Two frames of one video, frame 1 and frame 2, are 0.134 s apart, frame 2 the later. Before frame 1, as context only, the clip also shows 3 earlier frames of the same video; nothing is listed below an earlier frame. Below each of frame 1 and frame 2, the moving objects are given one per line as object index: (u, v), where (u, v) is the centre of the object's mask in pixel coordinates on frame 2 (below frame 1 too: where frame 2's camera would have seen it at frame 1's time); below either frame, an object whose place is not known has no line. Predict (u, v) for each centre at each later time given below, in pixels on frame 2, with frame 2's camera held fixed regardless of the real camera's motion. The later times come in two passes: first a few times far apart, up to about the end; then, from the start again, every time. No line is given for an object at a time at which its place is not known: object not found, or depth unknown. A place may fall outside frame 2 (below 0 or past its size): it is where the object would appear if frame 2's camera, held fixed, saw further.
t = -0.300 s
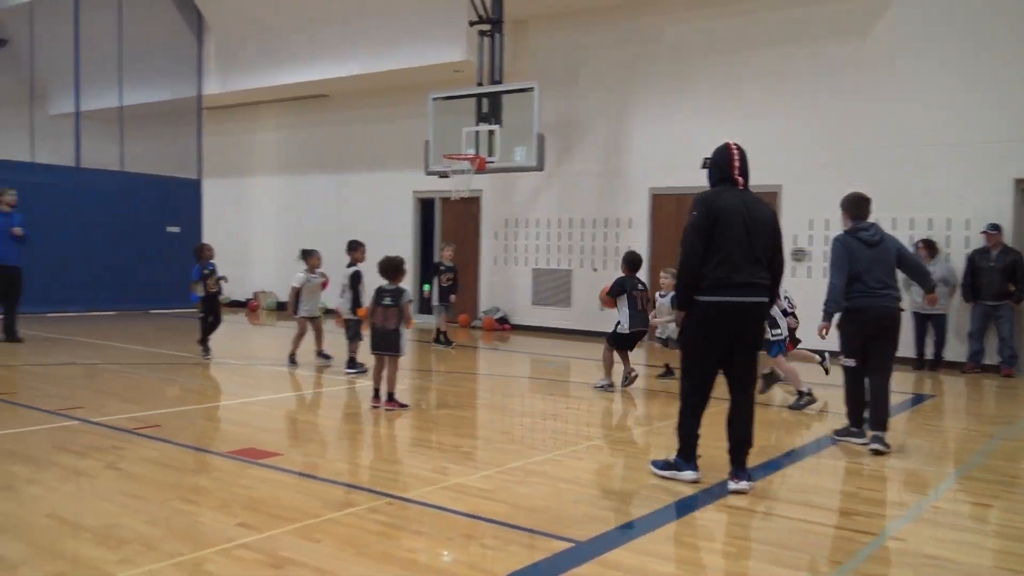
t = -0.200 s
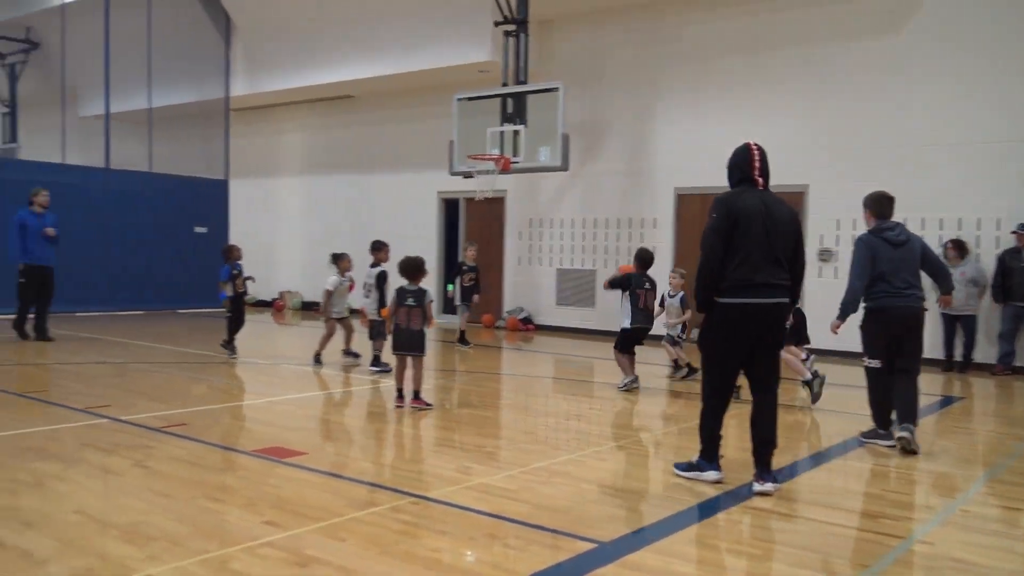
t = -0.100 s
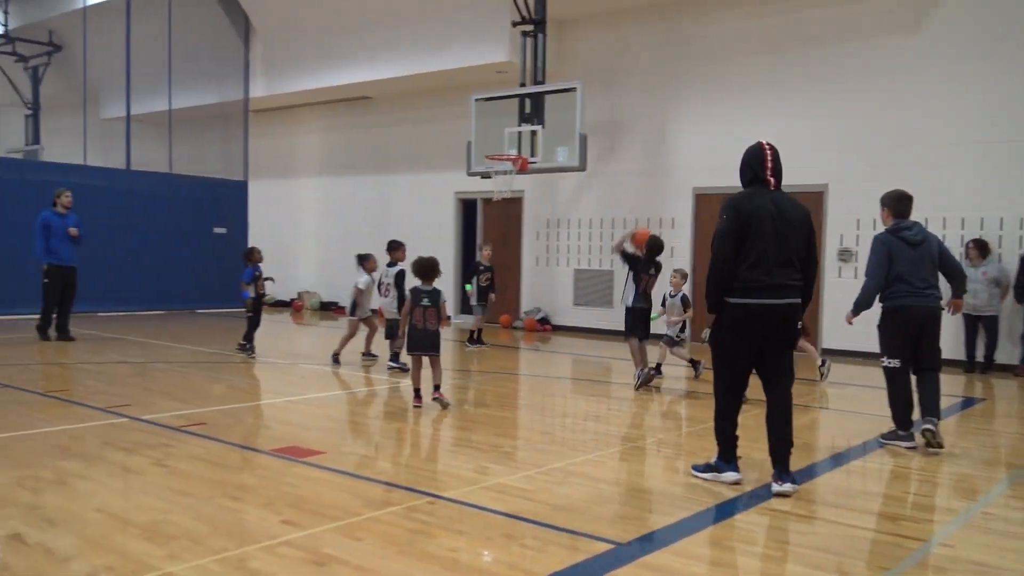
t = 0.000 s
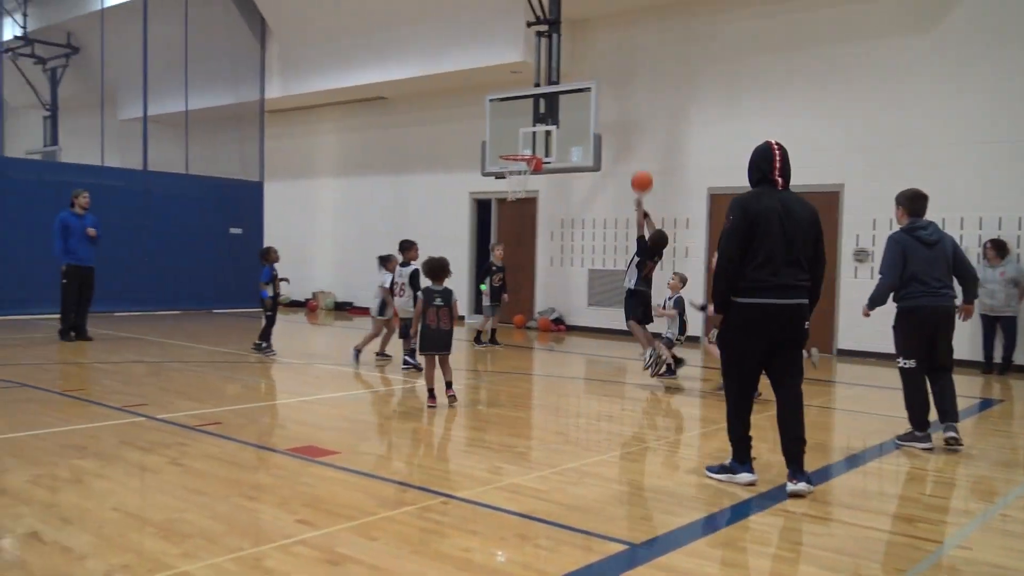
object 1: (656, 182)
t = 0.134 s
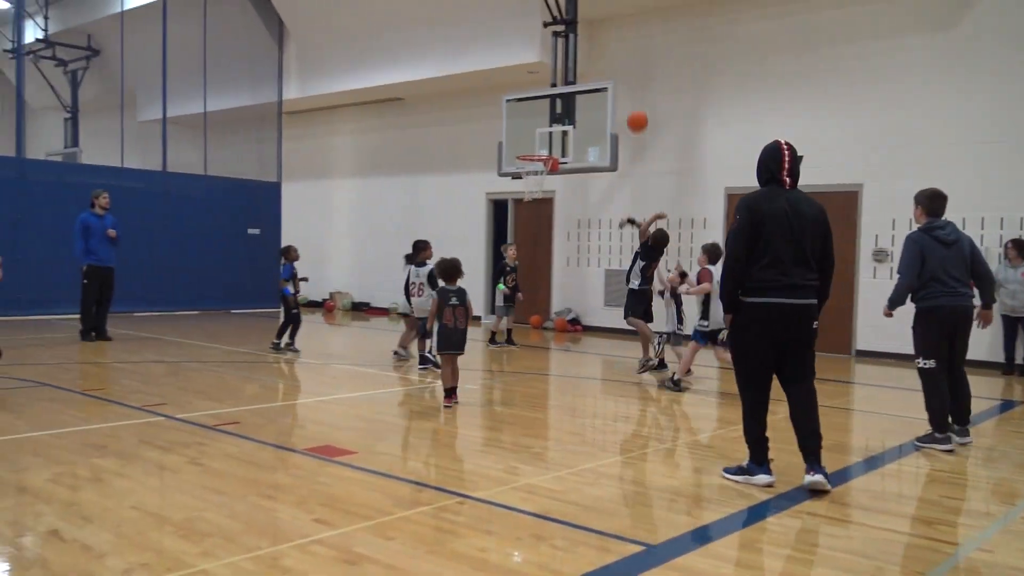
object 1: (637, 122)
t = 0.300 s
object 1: (615, 74)
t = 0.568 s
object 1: (584, 59)
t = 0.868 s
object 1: (542, 84)
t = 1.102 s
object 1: (488, 120)
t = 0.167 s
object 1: (632, 110)
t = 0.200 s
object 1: (628, 99)
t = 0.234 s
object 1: (624, 90)
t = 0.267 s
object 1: (620, 82)
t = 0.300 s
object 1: (615, 74)
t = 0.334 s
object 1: (611, 69)
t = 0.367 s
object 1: (608, 64)
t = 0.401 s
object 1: (603, 61)
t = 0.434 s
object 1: (599, 58)
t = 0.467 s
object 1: (595, 57)
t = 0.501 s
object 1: (592, 57)
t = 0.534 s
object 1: (588, 57)
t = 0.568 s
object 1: (584, 59)
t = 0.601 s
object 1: (581, 61)
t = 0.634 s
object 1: (578, 65)
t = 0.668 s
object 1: (575, 69)
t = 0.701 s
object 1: (572, 74)
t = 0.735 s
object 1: (569, 79)
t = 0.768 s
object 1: (564, 83)
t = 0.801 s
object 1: (557, 83)
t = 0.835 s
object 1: (549, 84)
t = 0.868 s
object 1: (542, 84)
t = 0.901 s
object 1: (534, 87)
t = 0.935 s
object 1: (527, 91)
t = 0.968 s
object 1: (520, 95)
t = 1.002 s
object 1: (512, 100)
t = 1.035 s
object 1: (504, 106)
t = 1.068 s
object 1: (496, 112)
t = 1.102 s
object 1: (488, 120)
